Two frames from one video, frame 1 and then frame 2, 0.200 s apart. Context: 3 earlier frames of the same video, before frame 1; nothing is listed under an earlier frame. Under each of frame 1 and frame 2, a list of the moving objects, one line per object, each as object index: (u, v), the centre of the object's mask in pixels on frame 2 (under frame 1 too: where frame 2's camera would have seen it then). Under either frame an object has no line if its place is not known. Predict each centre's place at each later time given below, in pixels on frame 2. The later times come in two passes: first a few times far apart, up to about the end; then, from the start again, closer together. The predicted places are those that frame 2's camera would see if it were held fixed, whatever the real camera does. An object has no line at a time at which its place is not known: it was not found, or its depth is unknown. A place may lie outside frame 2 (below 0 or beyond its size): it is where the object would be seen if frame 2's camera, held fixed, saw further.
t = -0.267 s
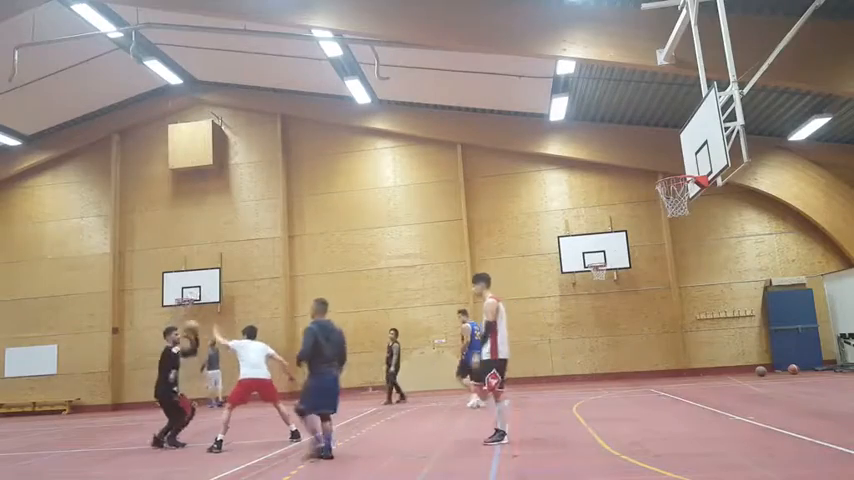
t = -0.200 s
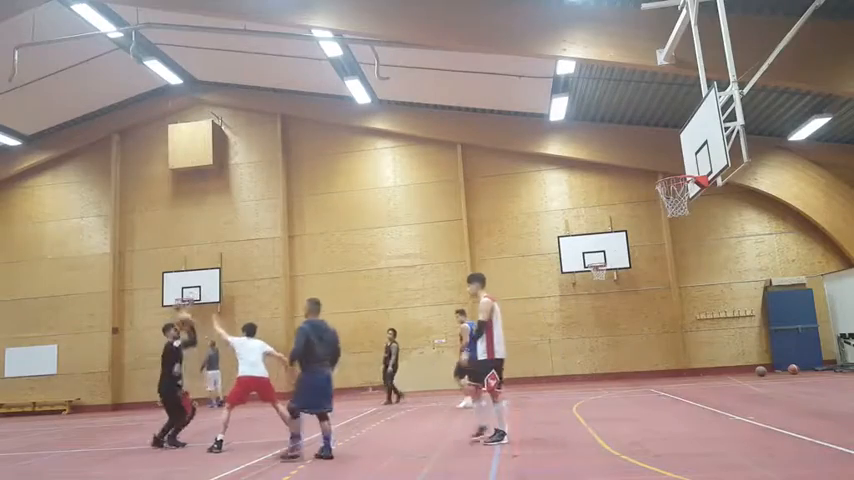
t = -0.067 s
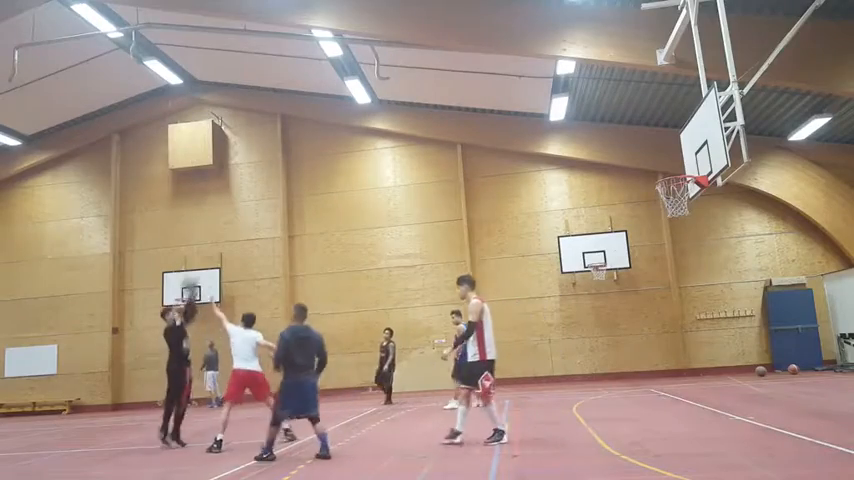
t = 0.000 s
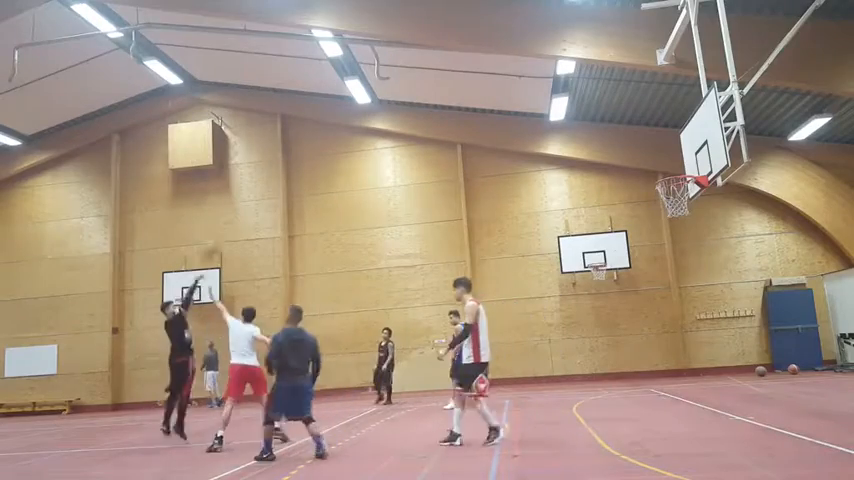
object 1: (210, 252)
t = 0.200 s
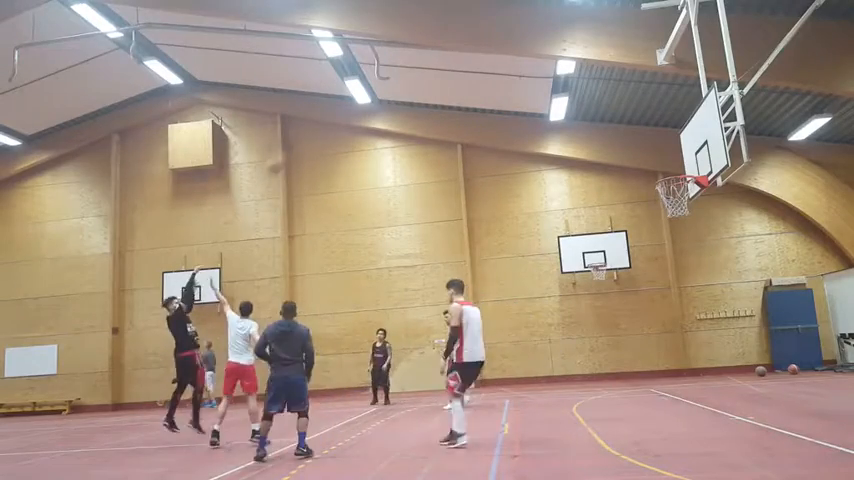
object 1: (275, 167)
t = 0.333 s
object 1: (317, 118)
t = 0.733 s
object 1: (455, 64)
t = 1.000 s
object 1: (552, 75)
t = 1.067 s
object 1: (579, 86)
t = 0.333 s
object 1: (317, 118)
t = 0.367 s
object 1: (327, 109)
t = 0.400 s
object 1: (341, 101)
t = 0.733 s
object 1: (455, 64)
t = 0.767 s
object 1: (467, 65)
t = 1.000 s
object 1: (552, 75)
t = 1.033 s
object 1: (567, 79)
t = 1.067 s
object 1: (579, 86)
